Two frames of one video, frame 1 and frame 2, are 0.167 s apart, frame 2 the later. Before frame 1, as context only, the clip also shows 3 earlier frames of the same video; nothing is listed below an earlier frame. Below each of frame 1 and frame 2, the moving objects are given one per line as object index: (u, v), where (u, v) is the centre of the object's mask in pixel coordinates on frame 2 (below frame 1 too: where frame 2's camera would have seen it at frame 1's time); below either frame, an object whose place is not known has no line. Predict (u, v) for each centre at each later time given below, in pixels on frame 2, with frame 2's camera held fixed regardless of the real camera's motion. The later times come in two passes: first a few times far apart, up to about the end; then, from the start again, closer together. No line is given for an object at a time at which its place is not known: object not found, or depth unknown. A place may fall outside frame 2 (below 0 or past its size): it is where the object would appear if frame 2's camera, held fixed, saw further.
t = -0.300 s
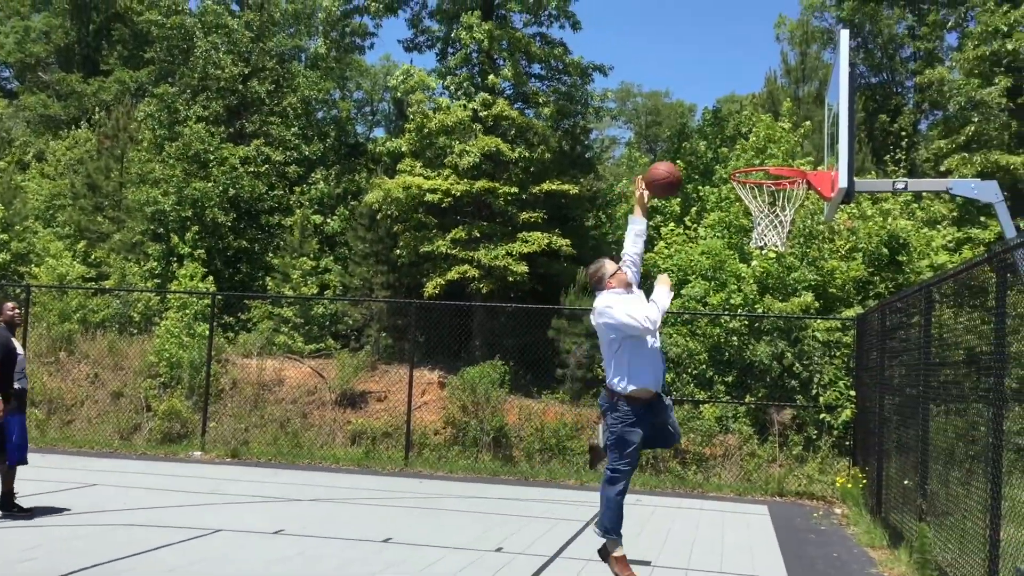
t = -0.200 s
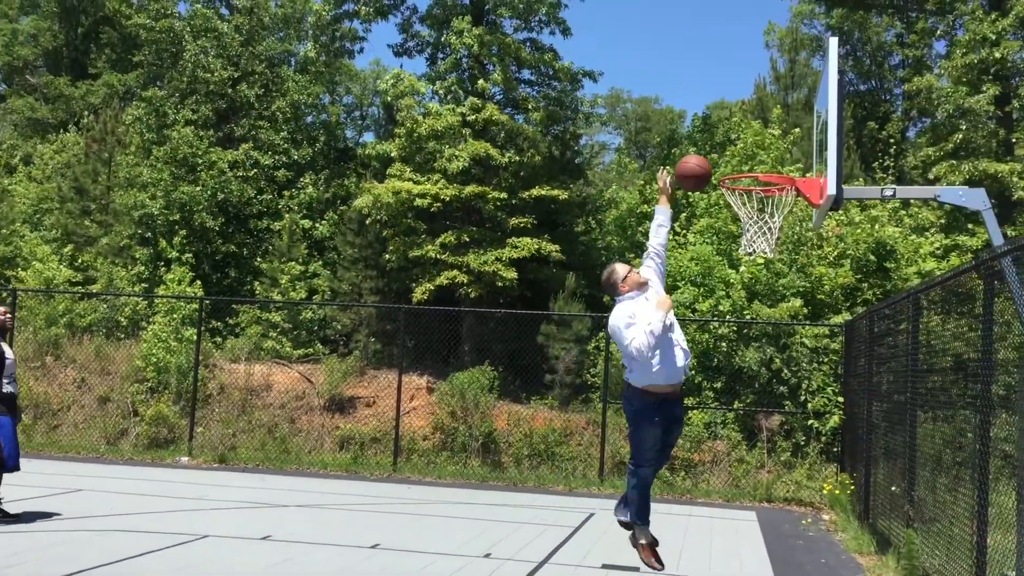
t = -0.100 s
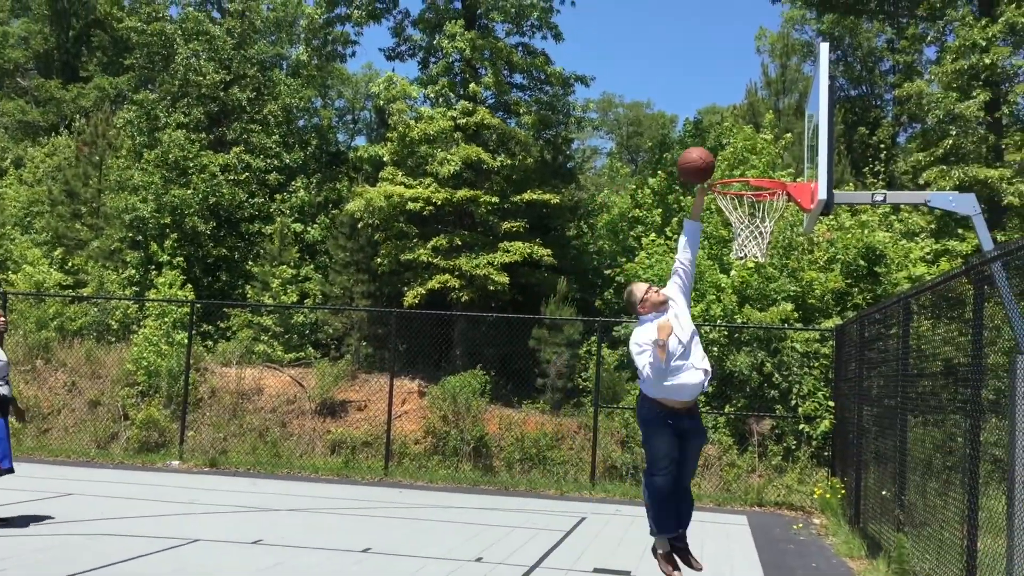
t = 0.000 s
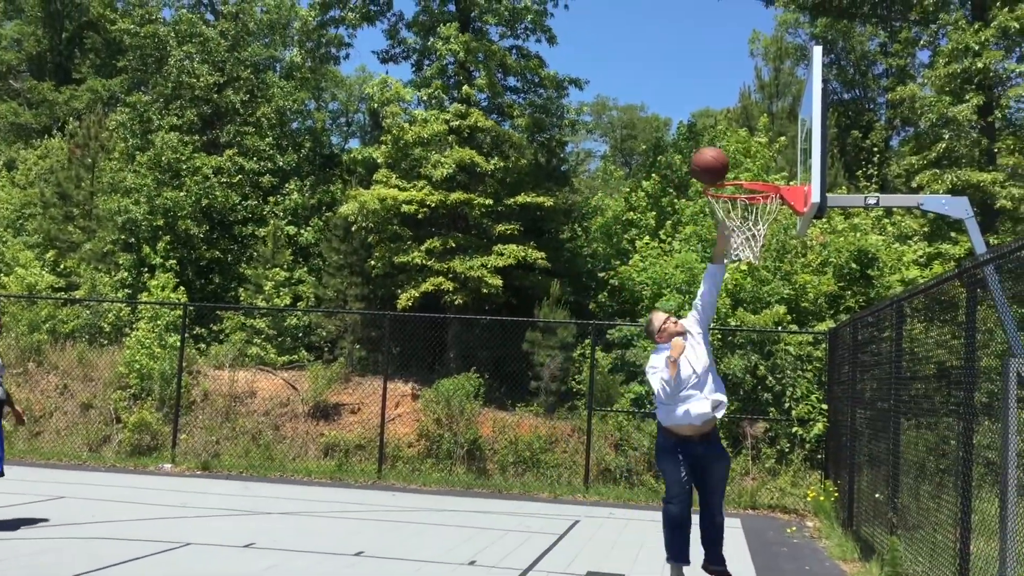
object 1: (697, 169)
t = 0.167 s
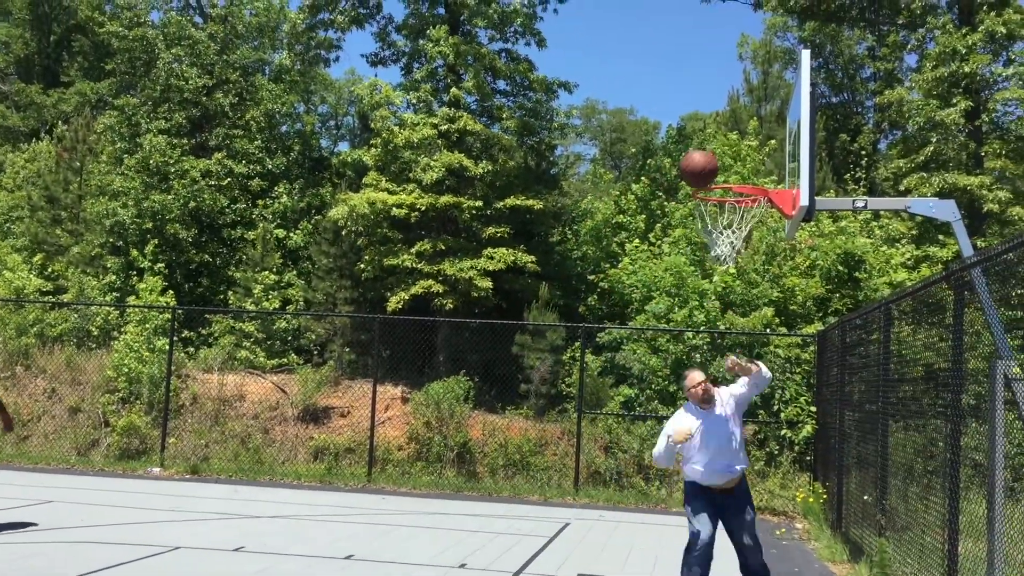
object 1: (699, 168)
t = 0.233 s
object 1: (699, 168)
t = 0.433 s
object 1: (692, 171)
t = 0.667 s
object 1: (668, 210)
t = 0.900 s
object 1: (639, 333)
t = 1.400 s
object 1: (598, 463)
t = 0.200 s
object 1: (699, 168)
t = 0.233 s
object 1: (699, 168)
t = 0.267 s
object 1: (698, 168)
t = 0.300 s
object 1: (698, 169)
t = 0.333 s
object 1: (697, 169)
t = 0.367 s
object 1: (696, 170)
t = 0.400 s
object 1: (695, 170)
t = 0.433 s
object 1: (692, 171)
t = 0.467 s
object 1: (689, 172)
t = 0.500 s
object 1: (686, 175)
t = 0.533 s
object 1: (683, 179)
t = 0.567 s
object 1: (679, 184)
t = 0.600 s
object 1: (675, 190)
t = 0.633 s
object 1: (672, 199)
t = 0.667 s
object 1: (668, 210)
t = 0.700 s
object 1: (663, 222)
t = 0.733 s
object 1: (660, 237)
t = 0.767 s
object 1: (655, 252)
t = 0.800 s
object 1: (652, 270)
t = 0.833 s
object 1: (647, 289)
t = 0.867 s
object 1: (643, 310)
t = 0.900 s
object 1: (639, 333)
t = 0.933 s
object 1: (635, 358)
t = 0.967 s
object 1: (631, 383)
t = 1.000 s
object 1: (627, 413)
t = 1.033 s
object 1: (621, 443)
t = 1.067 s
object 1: (618, 475)
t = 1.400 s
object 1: (598, 463)
